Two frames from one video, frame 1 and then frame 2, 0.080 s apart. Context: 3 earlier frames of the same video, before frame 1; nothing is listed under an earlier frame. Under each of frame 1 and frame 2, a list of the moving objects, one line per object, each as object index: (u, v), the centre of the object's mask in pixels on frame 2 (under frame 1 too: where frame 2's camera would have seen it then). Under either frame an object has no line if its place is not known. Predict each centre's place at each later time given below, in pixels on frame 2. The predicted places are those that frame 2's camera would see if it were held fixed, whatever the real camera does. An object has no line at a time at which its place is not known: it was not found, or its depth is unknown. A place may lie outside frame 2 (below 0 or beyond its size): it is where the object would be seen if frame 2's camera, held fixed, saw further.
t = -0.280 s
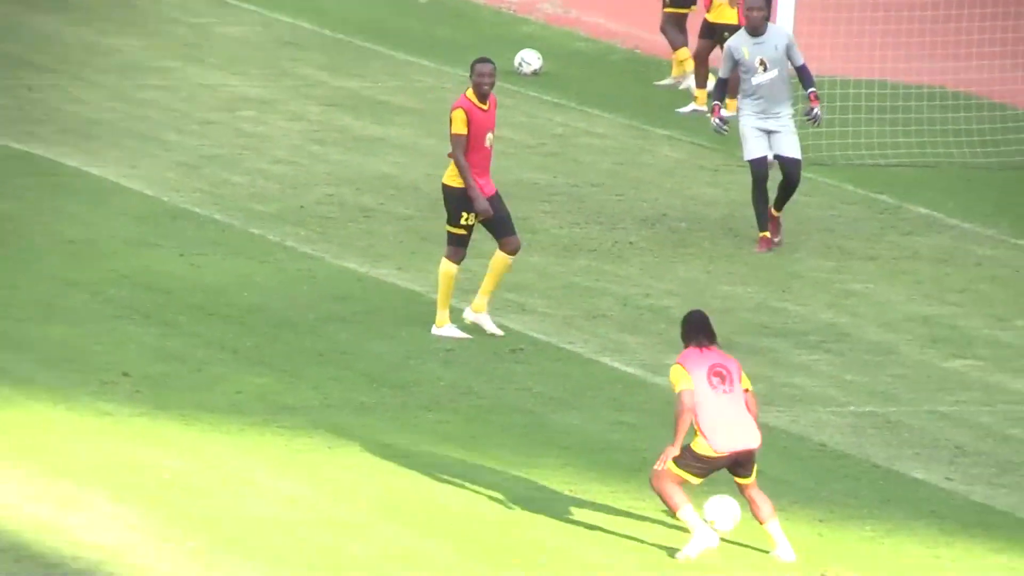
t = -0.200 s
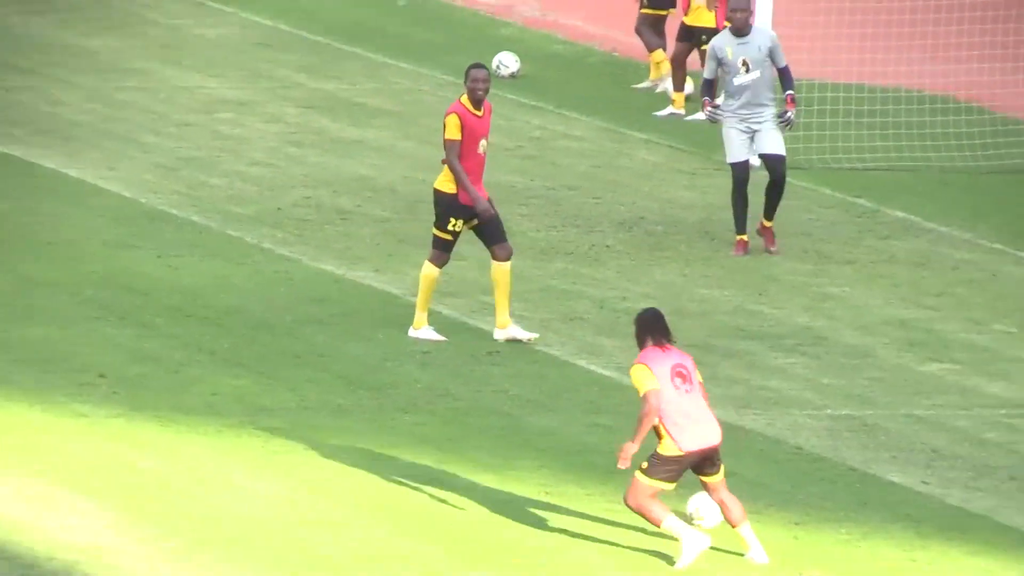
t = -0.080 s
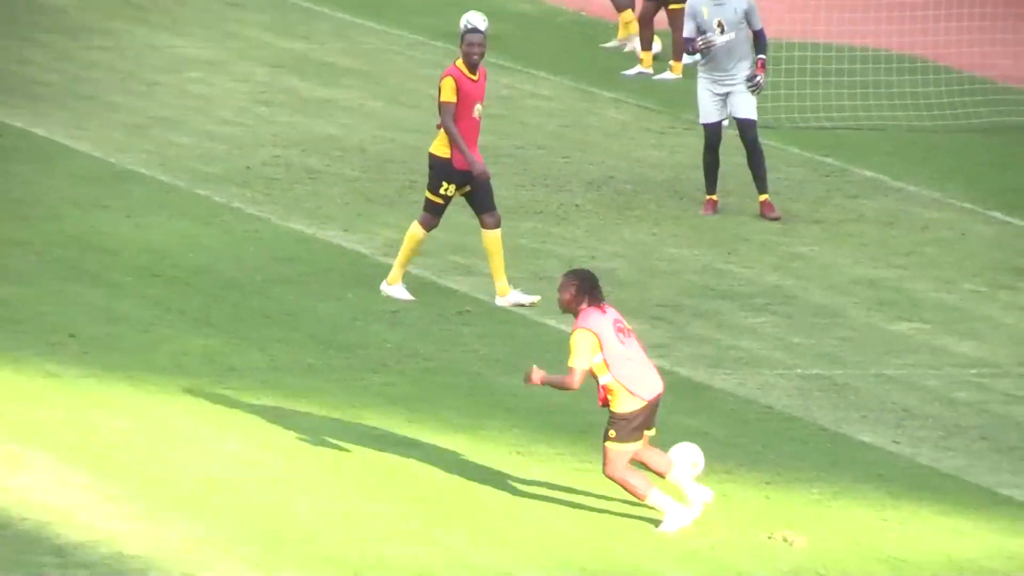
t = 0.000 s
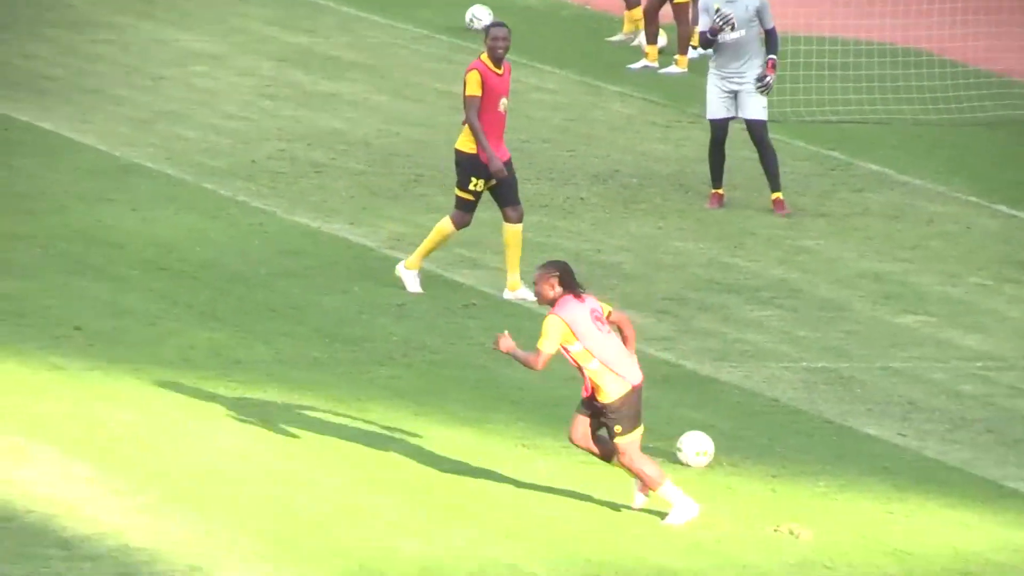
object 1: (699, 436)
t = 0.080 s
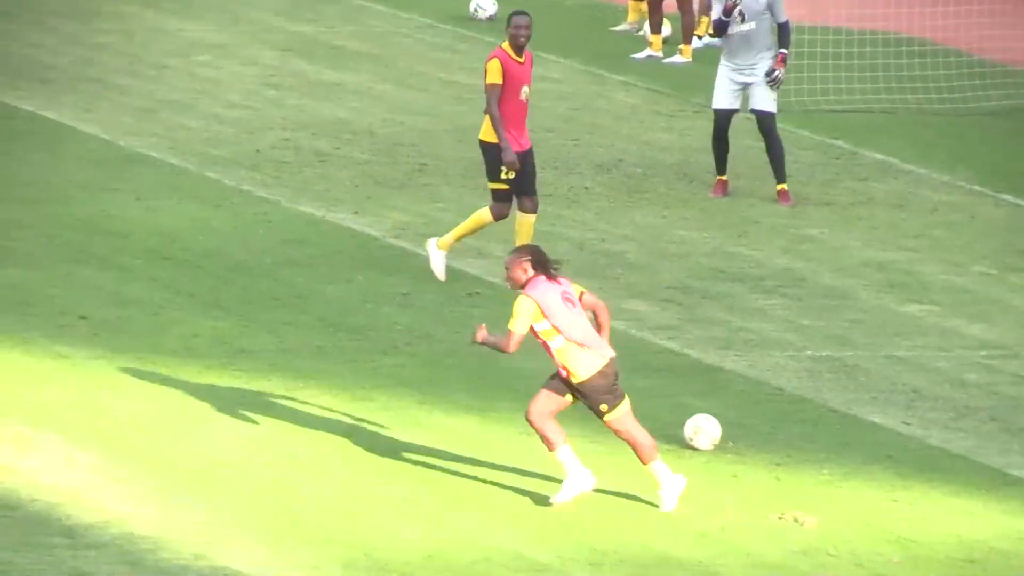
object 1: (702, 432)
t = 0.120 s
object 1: (704, 430)
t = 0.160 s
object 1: (705, 428)
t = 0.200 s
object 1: (706, 426)
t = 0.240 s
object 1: (706, 426)
